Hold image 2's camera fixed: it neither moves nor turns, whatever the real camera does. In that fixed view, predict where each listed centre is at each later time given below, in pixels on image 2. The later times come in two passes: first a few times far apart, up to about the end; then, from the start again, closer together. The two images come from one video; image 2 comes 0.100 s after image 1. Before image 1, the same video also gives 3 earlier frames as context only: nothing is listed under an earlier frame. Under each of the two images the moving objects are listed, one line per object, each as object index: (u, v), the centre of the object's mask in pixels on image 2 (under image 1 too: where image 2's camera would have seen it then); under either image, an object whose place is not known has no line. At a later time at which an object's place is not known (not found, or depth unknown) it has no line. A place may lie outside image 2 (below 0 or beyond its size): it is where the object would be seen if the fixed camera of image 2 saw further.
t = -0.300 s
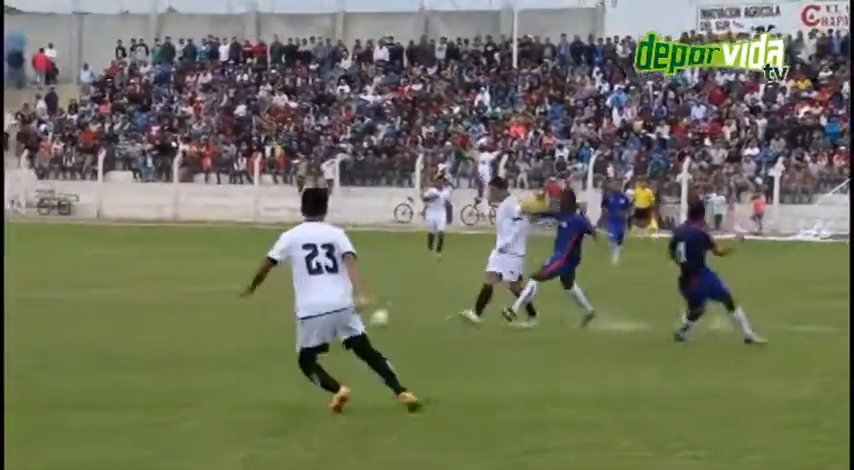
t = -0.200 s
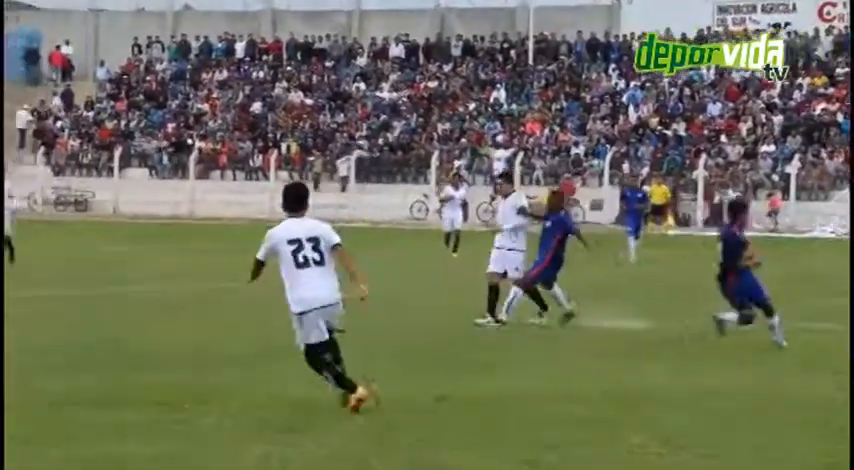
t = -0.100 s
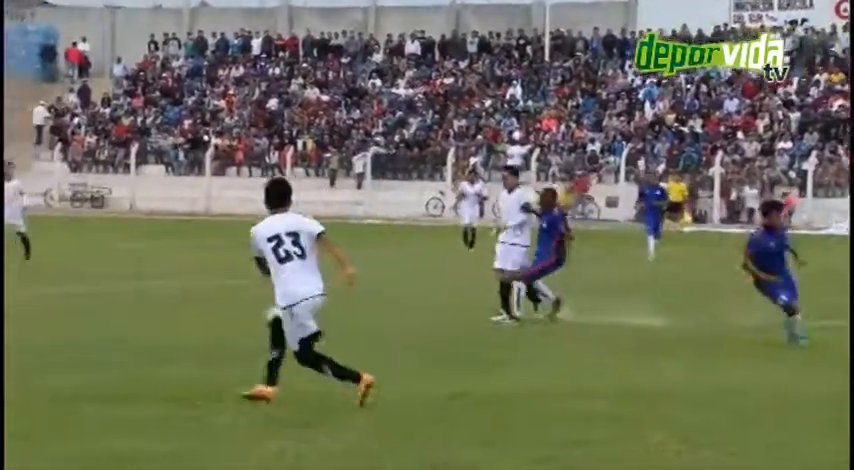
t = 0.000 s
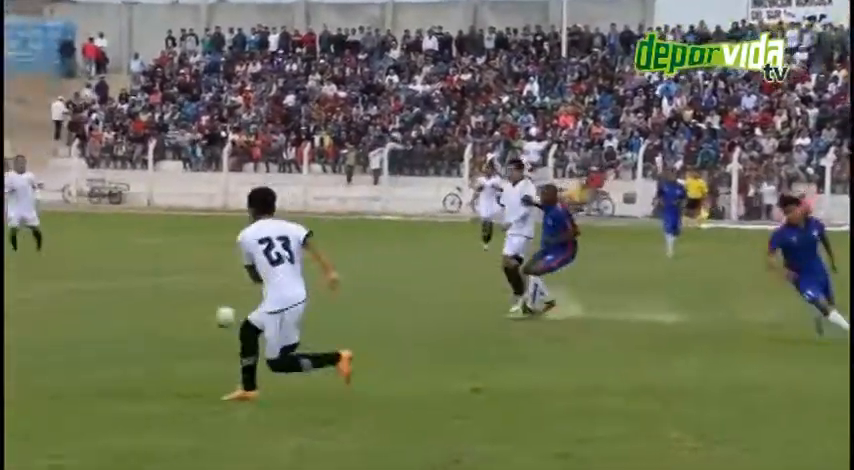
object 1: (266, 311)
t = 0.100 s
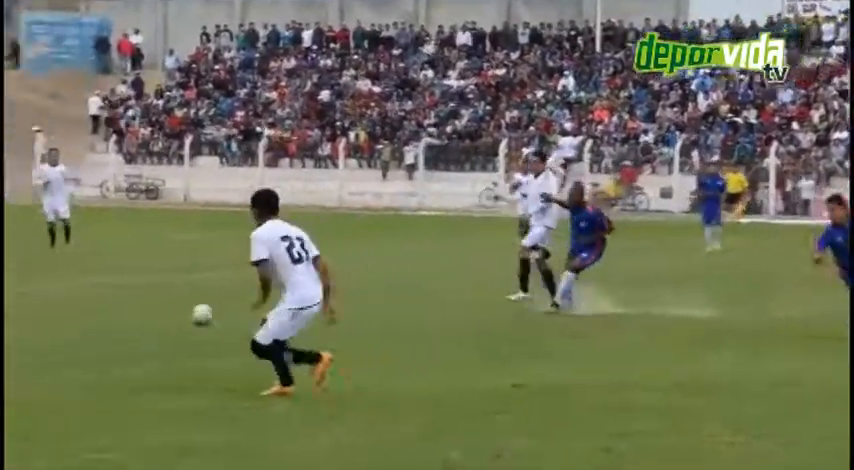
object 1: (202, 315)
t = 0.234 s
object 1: (121, 315)
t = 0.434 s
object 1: (3, 313)
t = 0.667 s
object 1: (-138, 312)
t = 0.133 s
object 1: (182, 316)
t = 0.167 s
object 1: (162, 316)
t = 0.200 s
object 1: (141, 318)
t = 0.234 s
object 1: (121, 315)
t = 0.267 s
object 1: (101, 313)
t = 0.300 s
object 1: (83, 309)
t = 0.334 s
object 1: (62, 309)
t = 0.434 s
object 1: (3, 313)
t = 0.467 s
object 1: (-17, 319)
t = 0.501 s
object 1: (-38, 325)
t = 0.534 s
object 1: (-56, 326)
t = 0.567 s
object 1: (-76, 320)
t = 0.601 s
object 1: (-97, 315)
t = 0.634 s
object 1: (-116, 312)
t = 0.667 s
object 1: (-138, 312)
